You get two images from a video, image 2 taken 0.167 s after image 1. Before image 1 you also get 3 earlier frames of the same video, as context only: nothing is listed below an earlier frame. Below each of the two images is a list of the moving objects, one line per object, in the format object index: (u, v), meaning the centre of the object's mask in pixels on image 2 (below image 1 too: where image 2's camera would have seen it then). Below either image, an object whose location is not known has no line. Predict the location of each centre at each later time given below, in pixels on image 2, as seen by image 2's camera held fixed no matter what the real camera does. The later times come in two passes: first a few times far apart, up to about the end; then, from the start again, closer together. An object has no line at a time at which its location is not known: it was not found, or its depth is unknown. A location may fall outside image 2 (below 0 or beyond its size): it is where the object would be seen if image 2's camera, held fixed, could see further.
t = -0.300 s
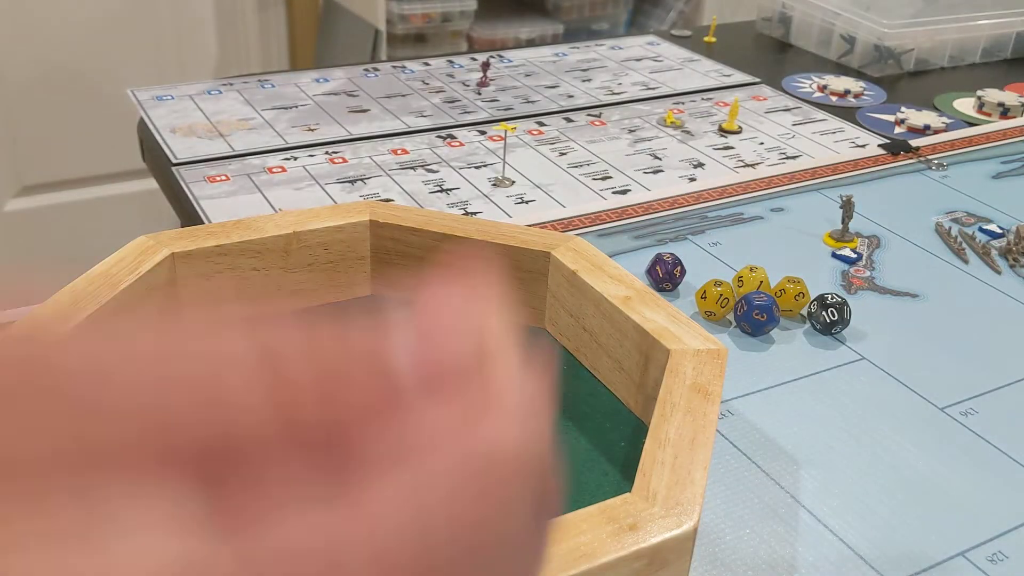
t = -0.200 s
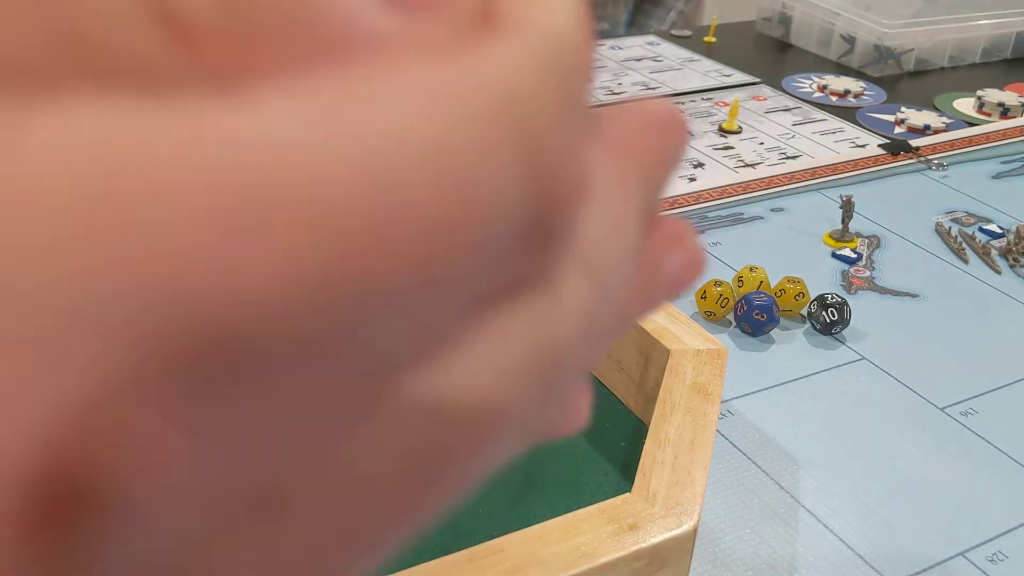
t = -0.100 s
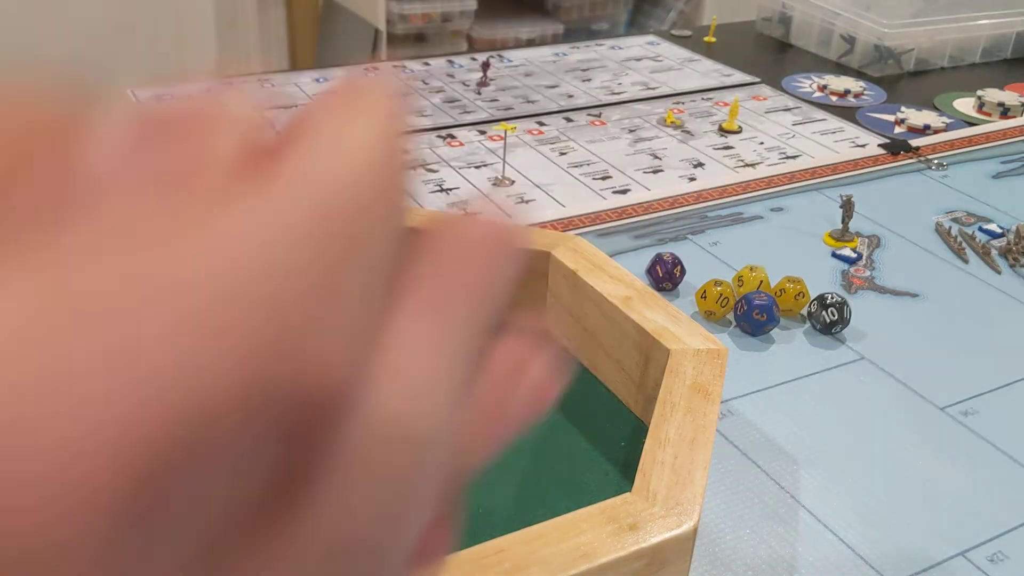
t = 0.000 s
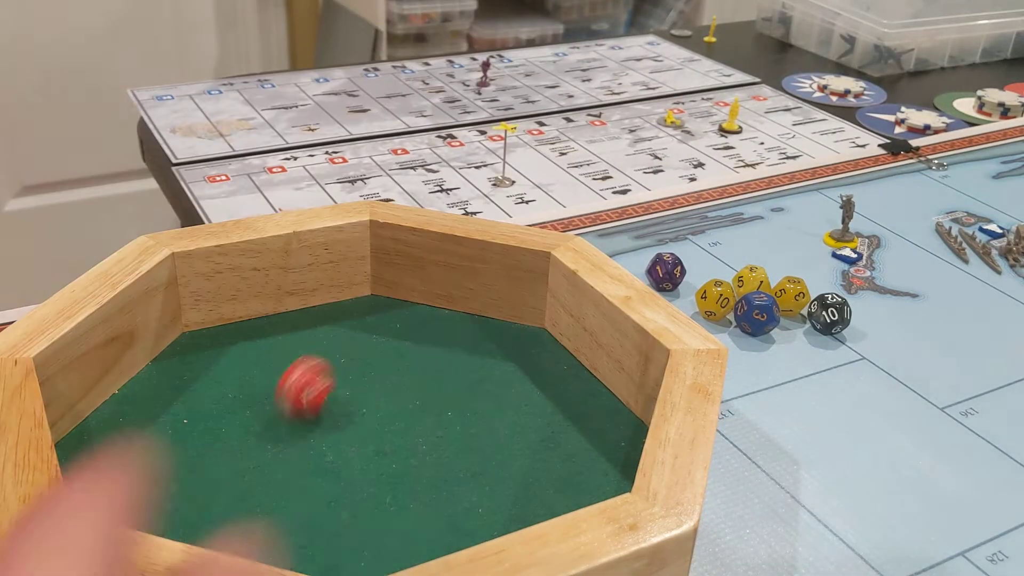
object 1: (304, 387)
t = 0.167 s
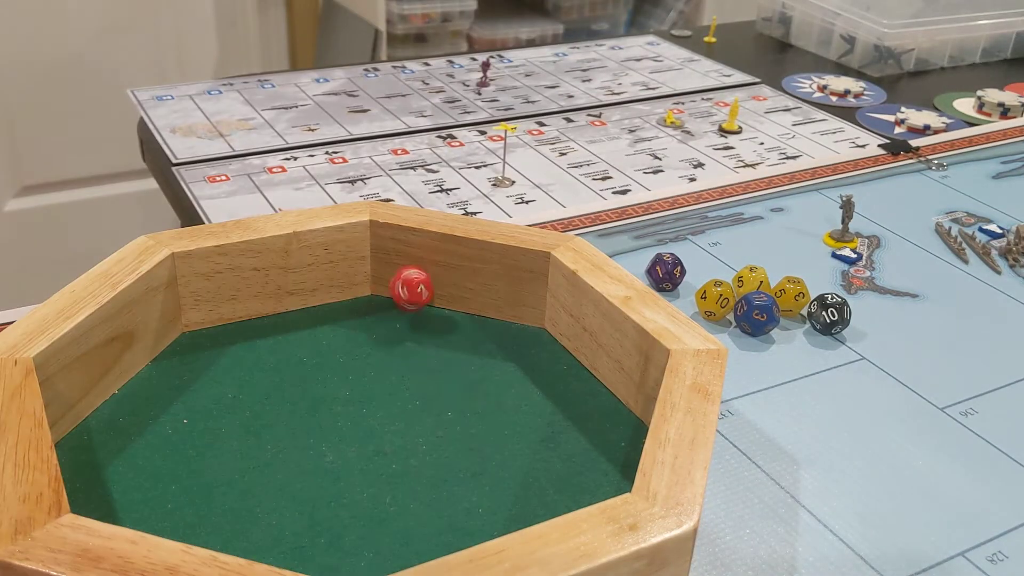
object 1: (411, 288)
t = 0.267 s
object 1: (436, 325)
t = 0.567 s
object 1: (490, 384)
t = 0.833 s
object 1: (507, 384)
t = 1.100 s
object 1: (507, 384)
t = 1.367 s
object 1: (507, 384)
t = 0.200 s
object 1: (416, 301)
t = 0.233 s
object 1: (425, 314)
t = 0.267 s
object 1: (436, 325)
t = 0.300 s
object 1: (447, 333)
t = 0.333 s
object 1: (455, 340)
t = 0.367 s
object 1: (463, 348)
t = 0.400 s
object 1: (469, 357)
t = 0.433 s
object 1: (472, 364)
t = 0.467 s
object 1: (476, 369)
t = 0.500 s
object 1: (480, 374)
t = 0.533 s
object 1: (483, 380)
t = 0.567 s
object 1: (490, 384)
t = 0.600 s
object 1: (500, 389)
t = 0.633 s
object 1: (507, 389)
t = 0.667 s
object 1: (510, 387)
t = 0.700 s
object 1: (509, 385)
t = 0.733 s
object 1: (508, 382)
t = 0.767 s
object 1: (507, 384)
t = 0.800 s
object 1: (507, 385)
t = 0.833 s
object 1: (507, 384)
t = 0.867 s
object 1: (507, 384)
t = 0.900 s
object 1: (507, 385)
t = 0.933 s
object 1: (507, 384)
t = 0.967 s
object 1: (507, 385)
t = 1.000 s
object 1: (507, 384)
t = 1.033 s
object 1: (507, 384)
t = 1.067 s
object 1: (507, 384)
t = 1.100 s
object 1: (507, 384)
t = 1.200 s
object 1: (507, 384)
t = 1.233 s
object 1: (507, 384)
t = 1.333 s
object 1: (507, 384)
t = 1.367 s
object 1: (507, 384)
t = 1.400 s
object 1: (507, 384)
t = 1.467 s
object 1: (507, 384)
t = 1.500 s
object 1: (507, 384)
